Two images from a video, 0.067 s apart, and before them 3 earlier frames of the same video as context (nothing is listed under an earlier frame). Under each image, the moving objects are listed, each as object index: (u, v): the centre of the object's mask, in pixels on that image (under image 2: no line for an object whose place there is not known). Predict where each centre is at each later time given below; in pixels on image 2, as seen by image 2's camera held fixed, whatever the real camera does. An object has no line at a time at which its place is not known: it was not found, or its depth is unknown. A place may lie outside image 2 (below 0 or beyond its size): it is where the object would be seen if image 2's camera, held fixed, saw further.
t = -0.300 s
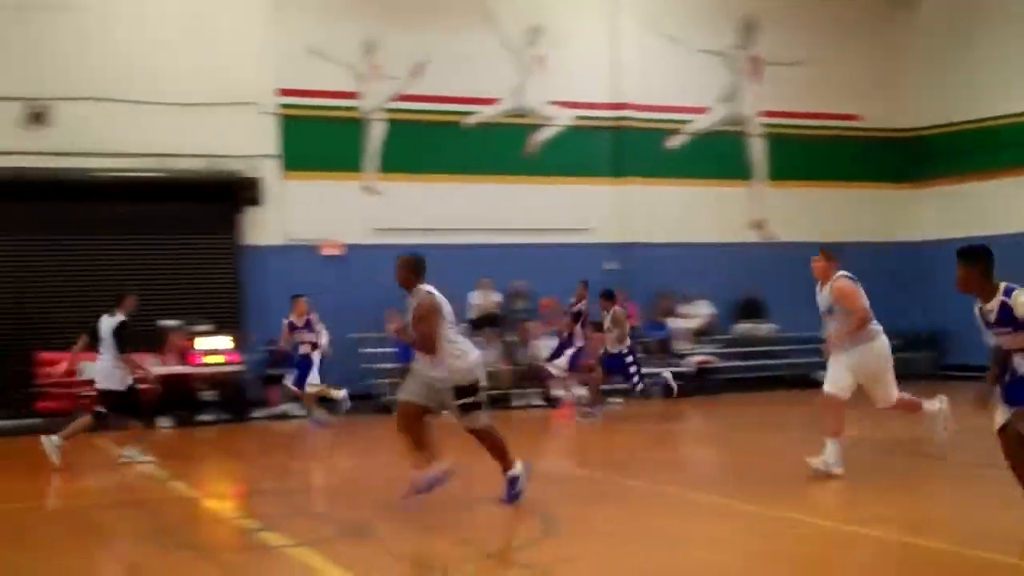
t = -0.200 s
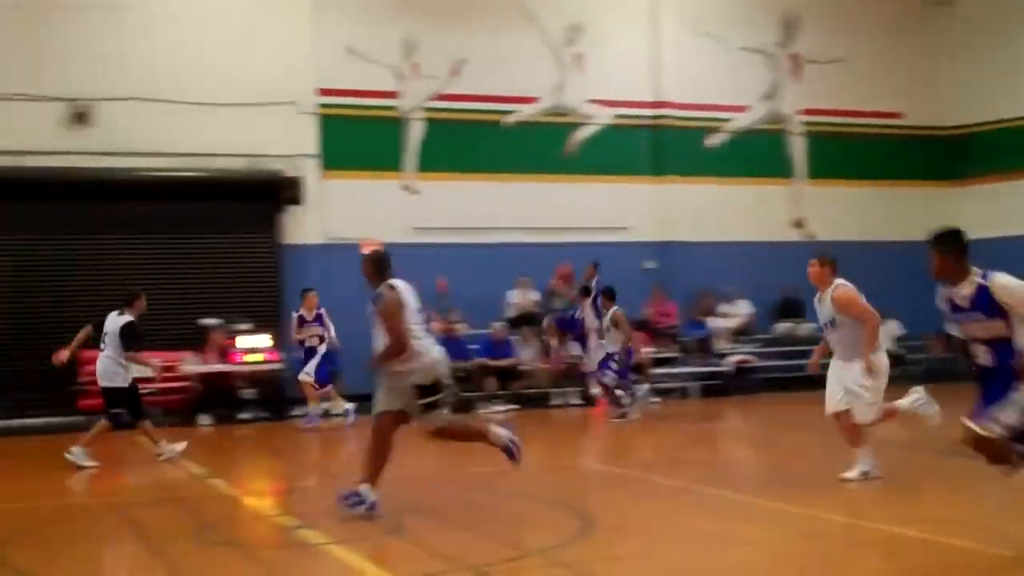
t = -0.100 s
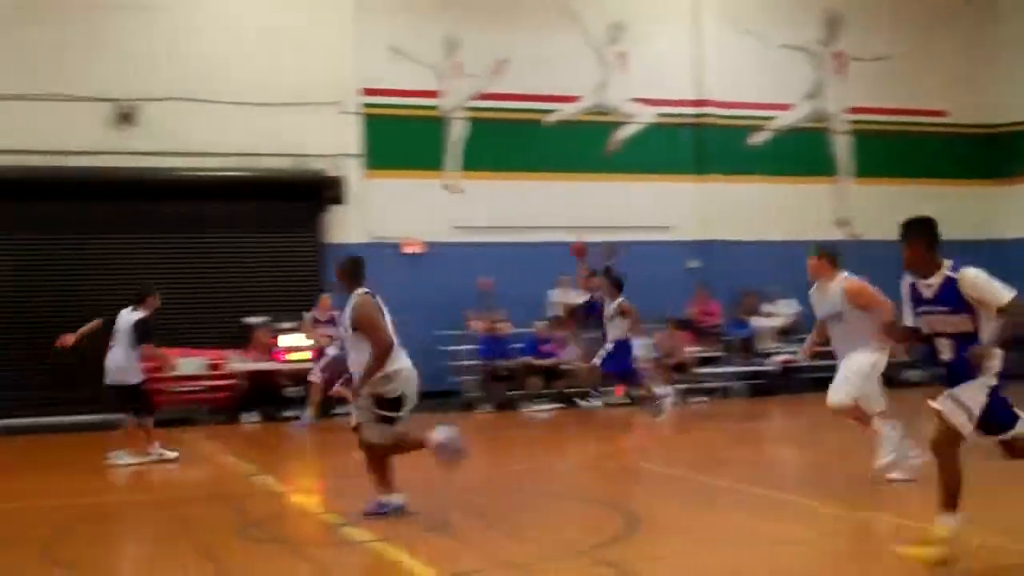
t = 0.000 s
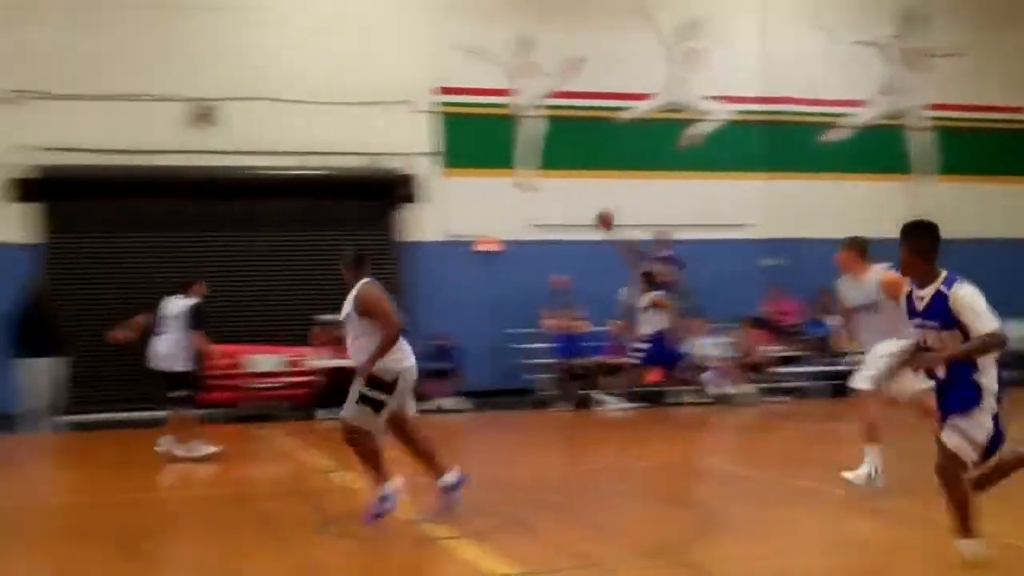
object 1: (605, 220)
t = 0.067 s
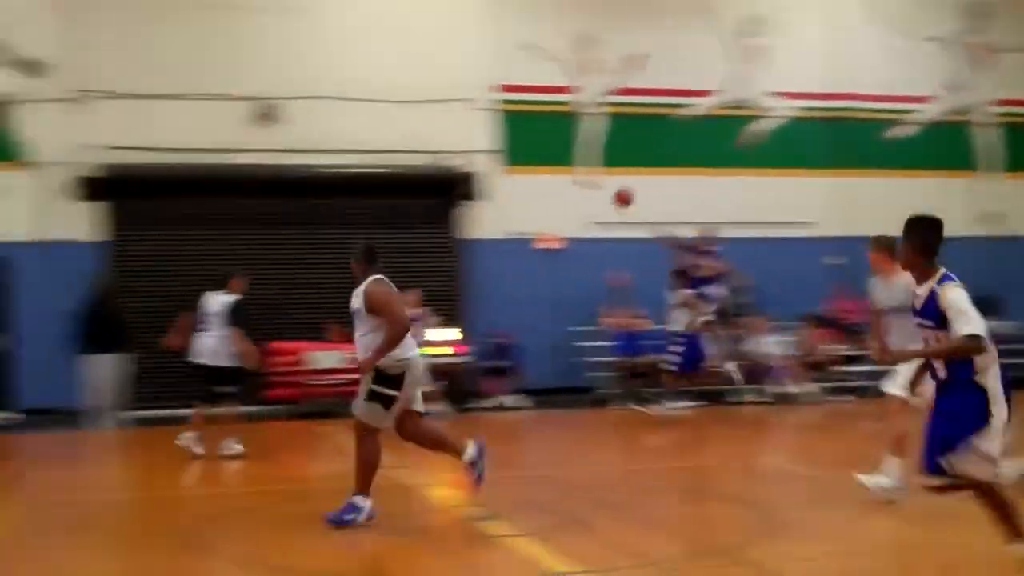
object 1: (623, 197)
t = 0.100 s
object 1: (600, 190)
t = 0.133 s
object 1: (577, 181)
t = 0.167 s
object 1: (552, 174)
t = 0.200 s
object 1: (524, 167)
